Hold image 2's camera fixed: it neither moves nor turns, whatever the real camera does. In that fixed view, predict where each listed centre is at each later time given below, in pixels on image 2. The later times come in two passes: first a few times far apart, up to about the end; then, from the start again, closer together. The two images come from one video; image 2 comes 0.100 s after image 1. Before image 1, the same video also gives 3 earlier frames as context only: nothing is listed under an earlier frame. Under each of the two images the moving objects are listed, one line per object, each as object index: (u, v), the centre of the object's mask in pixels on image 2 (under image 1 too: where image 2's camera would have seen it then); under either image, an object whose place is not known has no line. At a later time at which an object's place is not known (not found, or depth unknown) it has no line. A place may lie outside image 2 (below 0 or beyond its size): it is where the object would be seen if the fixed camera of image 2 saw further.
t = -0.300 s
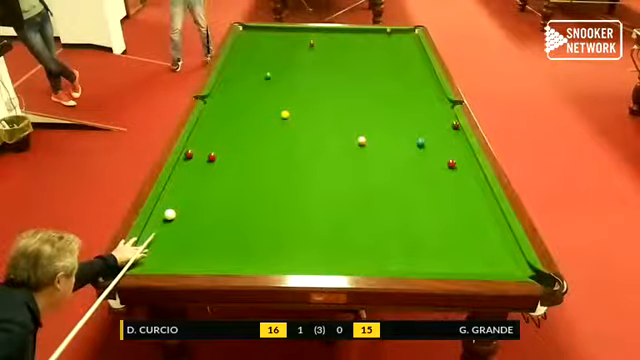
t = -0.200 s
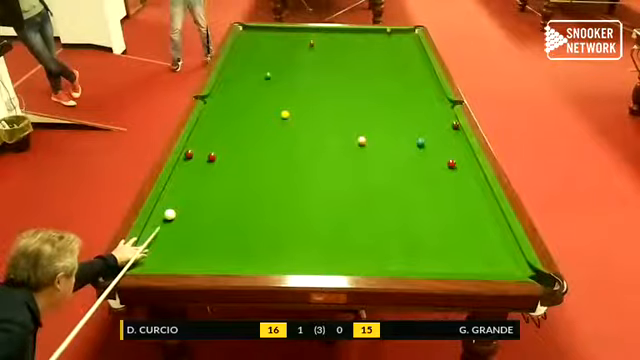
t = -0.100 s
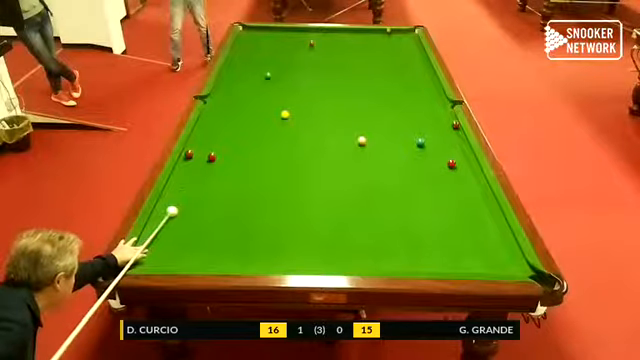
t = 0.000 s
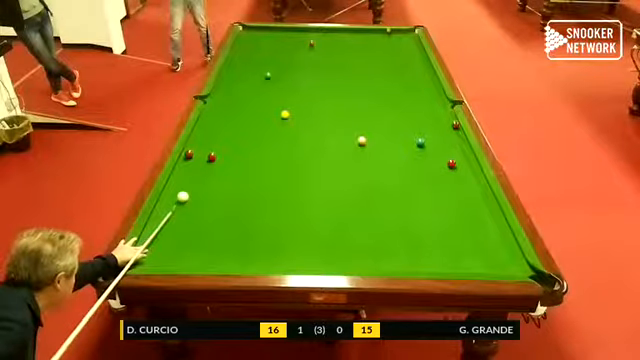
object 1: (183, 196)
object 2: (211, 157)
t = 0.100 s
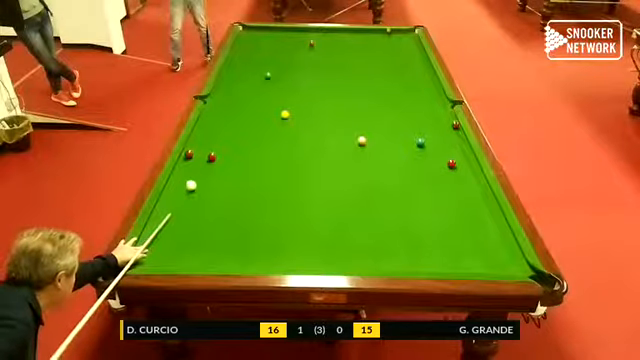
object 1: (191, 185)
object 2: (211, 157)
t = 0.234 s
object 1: (200, 172)
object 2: (211, 157)
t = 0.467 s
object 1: (209, 159)
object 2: (214, 151)
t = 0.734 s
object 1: (213, 154)
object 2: (227, 137)
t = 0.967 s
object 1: (215, 150)
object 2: (234, 127)
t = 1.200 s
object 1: (217, 147)
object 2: (240, 119)
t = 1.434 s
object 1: (220, 144)
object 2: (247, 111)
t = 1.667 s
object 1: (221, 142)
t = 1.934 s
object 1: (222, 140)
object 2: (257, 97)
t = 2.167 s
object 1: (223, 139)
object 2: (263, 90)
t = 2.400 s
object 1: (223, 138)
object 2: (267, 86)
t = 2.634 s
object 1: (223, 138)
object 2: (270, 82)
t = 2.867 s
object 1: (223, 138)
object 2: (271, 81)
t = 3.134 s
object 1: (223, 138)
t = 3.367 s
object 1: (223, 138)
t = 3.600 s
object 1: (223, 138)
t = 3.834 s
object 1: (224, 138)
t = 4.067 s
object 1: (224, 138)
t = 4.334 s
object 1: (223, 138)
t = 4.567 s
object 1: (223, 138)
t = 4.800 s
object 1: (223, 138)
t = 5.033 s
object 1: (223, 138)
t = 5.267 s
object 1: (223, 138)
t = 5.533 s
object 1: (223, 138)
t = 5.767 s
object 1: (223, 138)
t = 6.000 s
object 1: (223, 138)
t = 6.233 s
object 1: (223, 138)
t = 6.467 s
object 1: (223, 138)
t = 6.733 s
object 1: (223, 138)
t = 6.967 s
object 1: (224, 138)
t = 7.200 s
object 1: (224, 138)
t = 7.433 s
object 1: (224, 138)
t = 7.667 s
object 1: (224, 138)
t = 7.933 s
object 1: (223, 138)
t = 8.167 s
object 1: (223, 138)
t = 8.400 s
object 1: (223, 138)
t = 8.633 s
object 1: (223, 138)
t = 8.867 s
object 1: (223, 138)
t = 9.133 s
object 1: (224, 138)
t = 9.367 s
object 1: (224, 138)
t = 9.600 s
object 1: (223, 138)
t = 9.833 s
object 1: (223, 138)
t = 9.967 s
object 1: (223, 138)
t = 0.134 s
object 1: (193, 181)
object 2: (211, 157)
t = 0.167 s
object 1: (195, 178)
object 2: (211, 158)
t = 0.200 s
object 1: (198, 174)
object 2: (211, 157)
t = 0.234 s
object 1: (200, 172)
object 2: (211, 157)
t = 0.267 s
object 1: (203, 168)
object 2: (211, 157)
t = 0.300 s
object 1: (205, 165)
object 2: (212, 157)
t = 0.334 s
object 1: (207, 162)
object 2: (212, 156)
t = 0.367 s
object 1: (208, 160)
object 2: (213, 155)
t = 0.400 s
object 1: (208, 160)
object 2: (213, 154)
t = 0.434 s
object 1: (209, 160)
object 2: (215, 151)
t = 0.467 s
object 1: (209, 159)
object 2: (214, 151)
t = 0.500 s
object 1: (210, 158)
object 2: (216, 148)
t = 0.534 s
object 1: (210, 158)
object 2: (218, 147)
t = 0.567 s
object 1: (210, 157)
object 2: (222, 144)
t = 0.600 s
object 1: (211, 157)
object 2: (223, 143)
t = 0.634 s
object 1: (211, 155)
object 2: (224, 141)
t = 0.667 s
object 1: (212, 155)
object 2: (224, 140)
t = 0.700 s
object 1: (213, 154)
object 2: (226, 138)
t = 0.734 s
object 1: (213, 154)
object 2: (227, 137)
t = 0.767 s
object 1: (213, 153)
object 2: (228, 136)
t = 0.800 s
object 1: (213, 153)
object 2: (229, 134)
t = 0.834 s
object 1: (214, 152)
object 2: (230, 132)
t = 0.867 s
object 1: (214, 152)
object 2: (231, 131)
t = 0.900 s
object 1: (215, 151)
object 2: (232, 130)
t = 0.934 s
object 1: (215, 150)
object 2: (233, 129)
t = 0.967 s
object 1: (215, 150)
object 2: (234, 127)
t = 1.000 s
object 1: (216, 149)
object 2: (234, 126)
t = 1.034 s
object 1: (216, 149)
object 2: (235, 125)
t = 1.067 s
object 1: (217, 148)
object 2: (236, 124)
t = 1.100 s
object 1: (217, 148)
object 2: (238, 122)
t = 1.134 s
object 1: (217, 148)
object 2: (238, 121)
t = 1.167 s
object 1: (217, 147)
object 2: (240, 119)
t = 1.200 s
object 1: (217, 147)
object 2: (240, 119)
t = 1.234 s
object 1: (218, 146)
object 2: (242, 118)
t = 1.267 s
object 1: (218, 146)
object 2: (243, 116)
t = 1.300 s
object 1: (218, 145)
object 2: (243, 116)
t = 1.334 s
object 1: (219, 145)
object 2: (244, 114)
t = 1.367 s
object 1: (219, 145)
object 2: (245, 113)
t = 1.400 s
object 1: (219, 144)
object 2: (246, 112)
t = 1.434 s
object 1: (220, 144)
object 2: (247, 111)
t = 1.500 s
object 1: (220, 143)
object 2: (248, 110)
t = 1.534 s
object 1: (220, 143)
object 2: (248, 109)
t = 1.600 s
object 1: (220, 142)
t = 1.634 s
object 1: (221, 142)
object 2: (250, 107)
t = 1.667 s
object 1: (221, 142)
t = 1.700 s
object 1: (222, 141)
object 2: (252, 104)
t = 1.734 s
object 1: (222, 141)
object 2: (252, 104)
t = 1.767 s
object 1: (222, 141)
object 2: (255, 100)
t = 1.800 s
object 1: (222, 141)
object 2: (256, 99)
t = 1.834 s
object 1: (222, 140)
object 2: (256, 98)
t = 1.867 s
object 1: (222, 140)
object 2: (257, 97)
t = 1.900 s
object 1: (222, 140)
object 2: (257, 97)
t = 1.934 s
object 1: (222, 140)
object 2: (257, 97)
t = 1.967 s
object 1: (223, 140)
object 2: (259, 95)
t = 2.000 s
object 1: (223, 139)
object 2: (259, 94)
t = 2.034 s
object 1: (223, 139)
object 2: (260, 93)
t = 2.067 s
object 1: (223, 139)
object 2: (260, 93)
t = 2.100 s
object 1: (223, 139)
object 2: (261, 92)
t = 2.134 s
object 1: (223, 139)
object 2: (262, 91)
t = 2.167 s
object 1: (223, 139)
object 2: (263, 90)
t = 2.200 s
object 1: (223, 139)
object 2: (263, 90)
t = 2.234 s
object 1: (223, 139)
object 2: (264, 88)
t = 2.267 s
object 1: (223, 138)
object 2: (264, 88)
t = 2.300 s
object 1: (223, 138)
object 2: (264, 88)
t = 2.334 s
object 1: (223, 138)
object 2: (264, 88)
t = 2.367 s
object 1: (223, 138)
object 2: (264, 88)
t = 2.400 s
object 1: (223, 138)
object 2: (267, 86)
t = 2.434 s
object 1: (223, 138)
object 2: (268, 86)
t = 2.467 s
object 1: (223, 138)
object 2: (268, 84)
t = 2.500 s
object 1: (224, 138)
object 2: (269, 83)
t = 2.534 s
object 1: (223, 138)
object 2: (270, 83)
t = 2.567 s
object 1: (223, 138)
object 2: (270, 82)
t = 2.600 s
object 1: (223, 138)
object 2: (270, 82)
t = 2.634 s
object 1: (223, 138)
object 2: (270, 82)
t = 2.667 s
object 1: (223, 138)
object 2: (271, 81)
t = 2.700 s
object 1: (223, 138)
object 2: (270, 82)
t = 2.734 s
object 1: (223, 138)
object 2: (270, 82)
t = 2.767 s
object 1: (223, 138)
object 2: (271, 81)
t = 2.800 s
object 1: (223, 138)
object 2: (271, 81)
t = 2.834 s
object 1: (223, 138)
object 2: (271, 81)
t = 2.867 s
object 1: (223, 138)
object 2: (271, 81)
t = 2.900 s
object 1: (223, 138)
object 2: (271, 82)
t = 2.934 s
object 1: (223, 138)
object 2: (272, 81)
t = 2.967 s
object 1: (223, 138)
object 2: (272, 81)
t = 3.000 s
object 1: (223, 138)
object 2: (272, 81)
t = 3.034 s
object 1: (224, 138)
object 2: (273, 79)
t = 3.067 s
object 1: (224, 138)
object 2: (274, 79)
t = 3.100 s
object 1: (223, 138)
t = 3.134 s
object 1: (223, 138)
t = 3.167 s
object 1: (223, 138)
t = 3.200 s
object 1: (223, 138)
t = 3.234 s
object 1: (223, 138)
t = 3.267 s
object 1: (223, 138)
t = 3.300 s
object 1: (223, 138)
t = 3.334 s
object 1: (223, 138)
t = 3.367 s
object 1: (223, 138)
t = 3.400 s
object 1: (223, 138)
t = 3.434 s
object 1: (223, 138)
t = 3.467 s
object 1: (223, 138)
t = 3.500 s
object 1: (223, 138)
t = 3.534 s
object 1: (223, 138)
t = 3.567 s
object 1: (223, 138)
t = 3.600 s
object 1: (223, 138)
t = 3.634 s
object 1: (223, 138)
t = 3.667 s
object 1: (223, 138)
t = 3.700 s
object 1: (223, 138)
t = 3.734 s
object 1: (223, 138)
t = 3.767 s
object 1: (223, 138)
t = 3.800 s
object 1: (224, 138)
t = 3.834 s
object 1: (224, 138)
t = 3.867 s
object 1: (223, 138)
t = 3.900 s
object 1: (224, 138)
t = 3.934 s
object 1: (224, 138)
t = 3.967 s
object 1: (224, 138)
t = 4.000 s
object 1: (223, 138)
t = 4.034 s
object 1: (223, 138)
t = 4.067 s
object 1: (224, 138)
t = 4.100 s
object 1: (223, 138)
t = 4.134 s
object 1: (223, 138)
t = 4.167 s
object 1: (223, 138)
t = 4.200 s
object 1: (223, 138)
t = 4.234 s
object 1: (223, 138)
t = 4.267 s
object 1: (223, 138)
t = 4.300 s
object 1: (223, 138)
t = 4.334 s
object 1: (223, 138)
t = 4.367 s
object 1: (223, 138)
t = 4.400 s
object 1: (223, 138)
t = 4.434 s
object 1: (223, 138)
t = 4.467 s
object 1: (223, 138)
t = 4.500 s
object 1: (223, 138)
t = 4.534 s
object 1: (223, 138)
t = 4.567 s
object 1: (223, 138)
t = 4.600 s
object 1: (223, 138)
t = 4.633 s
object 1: (223, 138)
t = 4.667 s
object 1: (223, 138)
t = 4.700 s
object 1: (223, 138)
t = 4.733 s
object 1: (223, 138)
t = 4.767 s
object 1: (223, 138)
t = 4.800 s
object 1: (223, 138)
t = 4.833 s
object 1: (223, 138)
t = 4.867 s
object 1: (223, 138)
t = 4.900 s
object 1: (223, 138)
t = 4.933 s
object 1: (223, 138)
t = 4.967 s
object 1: (223, 138)
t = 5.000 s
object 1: (223, 138)
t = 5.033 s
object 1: (223, 138)
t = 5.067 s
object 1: (223, 138)
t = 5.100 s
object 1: (223, 138)
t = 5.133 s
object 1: (223, 138)
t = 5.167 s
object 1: (223, 138)
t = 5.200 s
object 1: (223, 138)
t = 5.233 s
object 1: (223, 138)
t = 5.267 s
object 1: (223, 138)
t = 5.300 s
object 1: (223, 138)
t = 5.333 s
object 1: (223, 138)
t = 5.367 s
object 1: (223, 138)
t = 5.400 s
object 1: (223, 138)
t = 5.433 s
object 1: (223, 138)
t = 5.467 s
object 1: (223, 138)
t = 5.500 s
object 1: (223, 138)
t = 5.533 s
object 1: (223, 138)
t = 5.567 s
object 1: (223, 138)
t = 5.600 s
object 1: (223, 138)
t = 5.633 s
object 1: (223, 138)
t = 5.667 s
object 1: (223, 138)
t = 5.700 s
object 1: (223, 138)
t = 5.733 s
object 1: (223, 138)
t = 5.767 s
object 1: (223, 138)
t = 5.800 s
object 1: (223, 138)
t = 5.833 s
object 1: (223, 138)
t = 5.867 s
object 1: (223, 138)
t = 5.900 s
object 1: (223, 138)
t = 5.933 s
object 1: (223, 138)
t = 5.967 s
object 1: (223, 138)
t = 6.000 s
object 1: (223, 138)
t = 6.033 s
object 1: (223, 138)
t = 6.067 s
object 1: (223, 138)
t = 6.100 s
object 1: (223, 138)
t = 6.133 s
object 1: (223, 138)
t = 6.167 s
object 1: (223, 138)
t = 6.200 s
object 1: (223, 138)
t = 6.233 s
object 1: (223, 138)
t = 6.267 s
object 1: (223, 138)
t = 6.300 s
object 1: (223, 138)
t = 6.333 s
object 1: (223, 138)
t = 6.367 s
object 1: (224, 138)
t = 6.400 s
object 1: (223, 138)
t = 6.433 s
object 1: (223, 138)
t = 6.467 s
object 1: (223, 138)
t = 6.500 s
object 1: (223, 138)
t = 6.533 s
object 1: (223, 138)
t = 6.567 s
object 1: (223, 138)
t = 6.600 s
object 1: (223, 138)
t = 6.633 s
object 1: (224, 138)
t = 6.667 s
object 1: (223, 138)
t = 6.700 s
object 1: (223, 138)
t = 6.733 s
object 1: (223, 138)
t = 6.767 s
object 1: (224, 138)
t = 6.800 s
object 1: (224, 138)
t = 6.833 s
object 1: (224, 138)
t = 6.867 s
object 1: (223, 138)
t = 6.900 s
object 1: (223, 138)
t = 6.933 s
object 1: (224, 138)
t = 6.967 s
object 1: (224, 138)
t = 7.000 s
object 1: (223, 138)
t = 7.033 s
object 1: (223, 138)
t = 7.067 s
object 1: (224, 138)
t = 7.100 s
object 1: (224, 138)
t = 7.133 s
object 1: (224, 138)
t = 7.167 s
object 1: (224, 138)
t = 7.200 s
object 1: (224, 138)
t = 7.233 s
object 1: (224, 138)
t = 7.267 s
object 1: (223, 138)
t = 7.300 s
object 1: (224, 138)
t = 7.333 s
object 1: (224, 138)
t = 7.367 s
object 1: (224, 138)
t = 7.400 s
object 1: (224, 138)
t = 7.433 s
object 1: (224, 138)
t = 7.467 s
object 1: (224, 138)
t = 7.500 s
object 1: (224, 138)
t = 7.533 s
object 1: (224, 138)
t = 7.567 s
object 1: (223, 138)
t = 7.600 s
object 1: (223, 138)
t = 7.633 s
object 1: (223, 138)
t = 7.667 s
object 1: (224, 138)
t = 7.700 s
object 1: (223, 138)
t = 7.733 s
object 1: (223, 138)
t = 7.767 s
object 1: (223, 138)
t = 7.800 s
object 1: (223, 138)
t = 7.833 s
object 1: (223, 138)
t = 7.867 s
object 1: (223, 138)
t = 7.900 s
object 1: (223, 138)
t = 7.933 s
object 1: (223, 138)
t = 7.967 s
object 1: (223, 138)
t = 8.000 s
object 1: (223, 138)
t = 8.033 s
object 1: (223, 138)
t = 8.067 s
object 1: (223, 138)
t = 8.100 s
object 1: (223, 138)
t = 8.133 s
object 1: (223, 138)
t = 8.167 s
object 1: (223, 138)
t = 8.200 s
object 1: (223, 138)
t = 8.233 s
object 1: (223, 138)
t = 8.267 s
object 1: (223, 138)
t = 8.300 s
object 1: (223, 138)
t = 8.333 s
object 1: (223, 138)
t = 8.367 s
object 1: (223, 138)
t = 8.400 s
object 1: (223, 138)
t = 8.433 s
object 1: (223, 138)
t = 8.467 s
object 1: (223, 138)
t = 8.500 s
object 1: (223, 138)
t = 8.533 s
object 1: (223, 138)
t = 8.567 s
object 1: (223, 138)
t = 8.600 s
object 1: (223, 138)
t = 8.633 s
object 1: (223, 138)
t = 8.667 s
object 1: (223, 138)
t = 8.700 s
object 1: (223, 138)
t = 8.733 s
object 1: (223, 138)
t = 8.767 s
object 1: (223, 138)
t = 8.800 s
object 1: (223, 138)
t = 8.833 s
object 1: (223, 138)
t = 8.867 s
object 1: (223, 138)
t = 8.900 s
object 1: (224, 138)
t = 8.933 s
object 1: (224, 138)
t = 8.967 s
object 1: (224, 138)
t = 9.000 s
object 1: (224, 138)
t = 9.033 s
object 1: (224, 138)
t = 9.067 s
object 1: (224, 138)
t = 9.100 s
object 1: (224, 138)
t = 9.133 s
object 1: (224, 138)
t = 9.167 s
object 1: (224, 138)
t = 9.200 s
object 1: (224, 138)
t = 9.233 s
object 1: (224, 138)
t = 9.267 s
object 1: (224, 138)
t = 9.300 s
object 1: (224, 138)
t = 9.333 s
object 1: (224, 138)
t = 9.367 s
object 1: (224, 138)
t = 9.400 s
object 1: (223, 138)
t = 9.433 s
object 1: (223, 138)
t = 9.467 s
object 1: (223, 138)
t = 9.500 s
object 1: (223, 138)
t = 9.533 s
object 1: (223, 138)
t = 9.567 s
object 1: (223, 138)
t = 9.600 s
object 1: (223, 138)
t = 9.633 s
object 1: (223, 138)
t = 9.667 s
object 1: (223, 138)
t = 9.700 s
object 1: (223, 138)
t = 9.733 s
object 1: (223, 138)
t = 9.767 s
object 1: (223, 138)
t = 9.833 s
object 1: (223, 138)
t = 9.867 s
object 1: (223, 138)
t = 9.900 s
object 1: (223, 138)
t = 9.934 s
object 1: (223, 138)
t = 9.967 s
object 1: (223, 138)
